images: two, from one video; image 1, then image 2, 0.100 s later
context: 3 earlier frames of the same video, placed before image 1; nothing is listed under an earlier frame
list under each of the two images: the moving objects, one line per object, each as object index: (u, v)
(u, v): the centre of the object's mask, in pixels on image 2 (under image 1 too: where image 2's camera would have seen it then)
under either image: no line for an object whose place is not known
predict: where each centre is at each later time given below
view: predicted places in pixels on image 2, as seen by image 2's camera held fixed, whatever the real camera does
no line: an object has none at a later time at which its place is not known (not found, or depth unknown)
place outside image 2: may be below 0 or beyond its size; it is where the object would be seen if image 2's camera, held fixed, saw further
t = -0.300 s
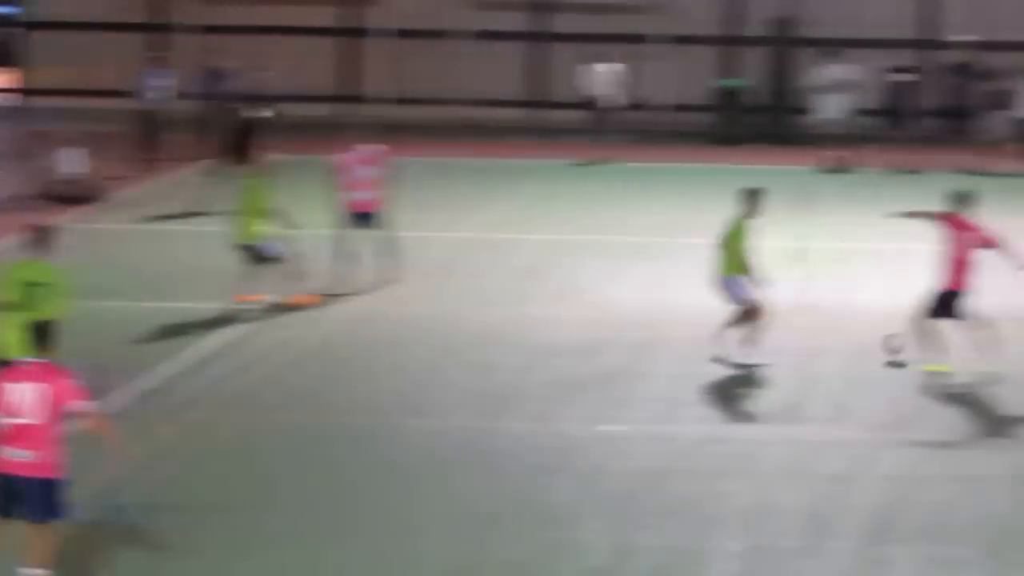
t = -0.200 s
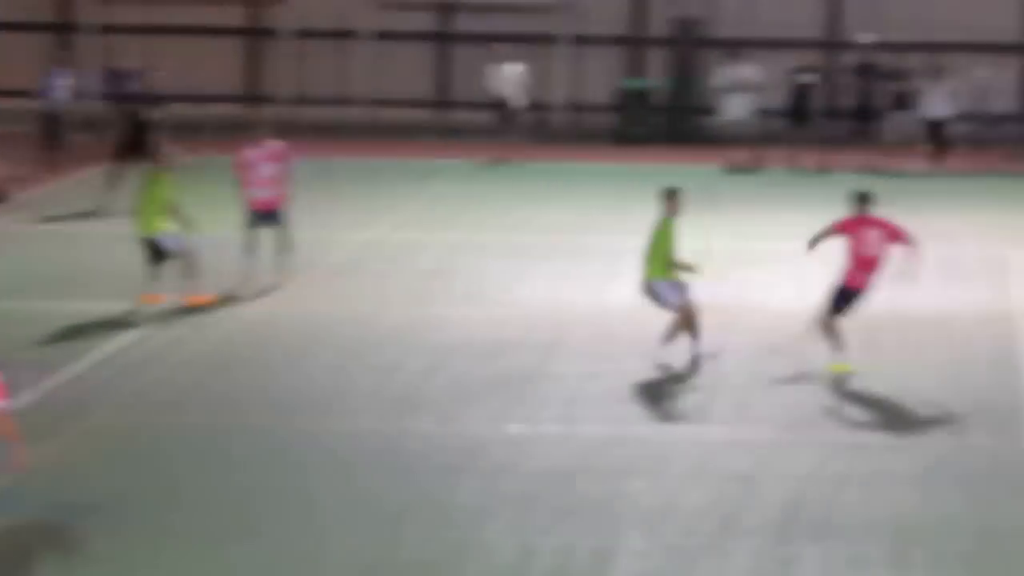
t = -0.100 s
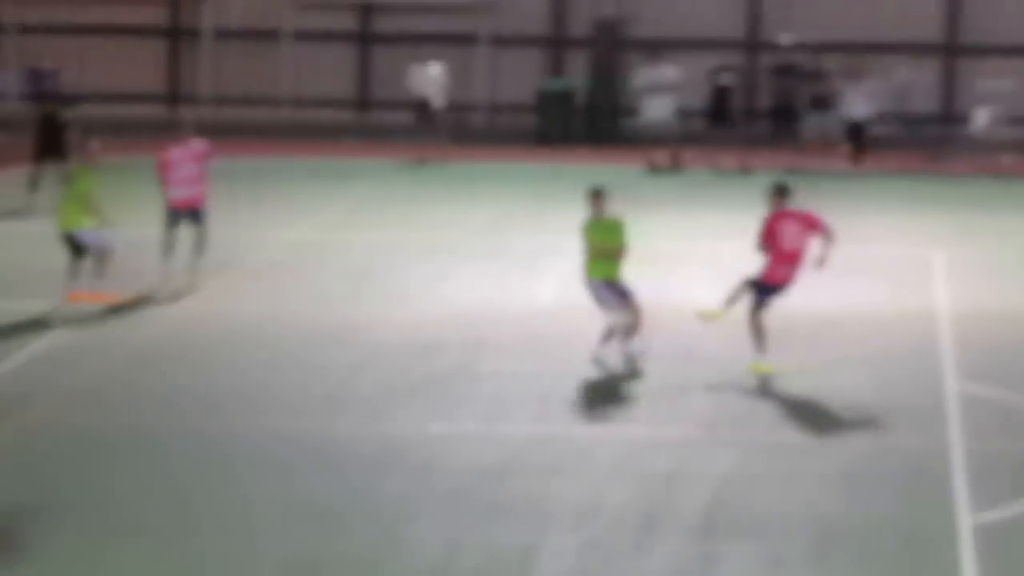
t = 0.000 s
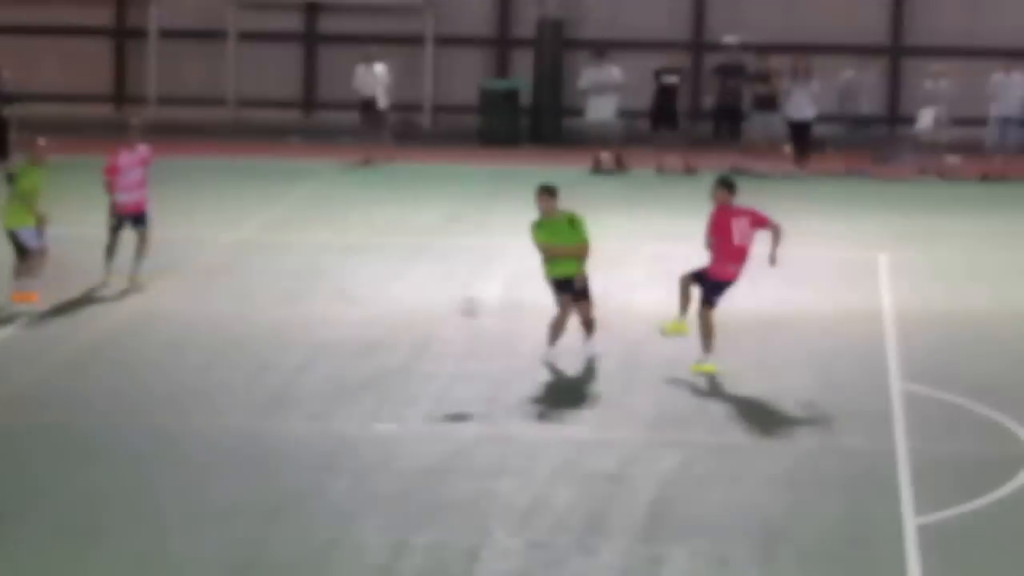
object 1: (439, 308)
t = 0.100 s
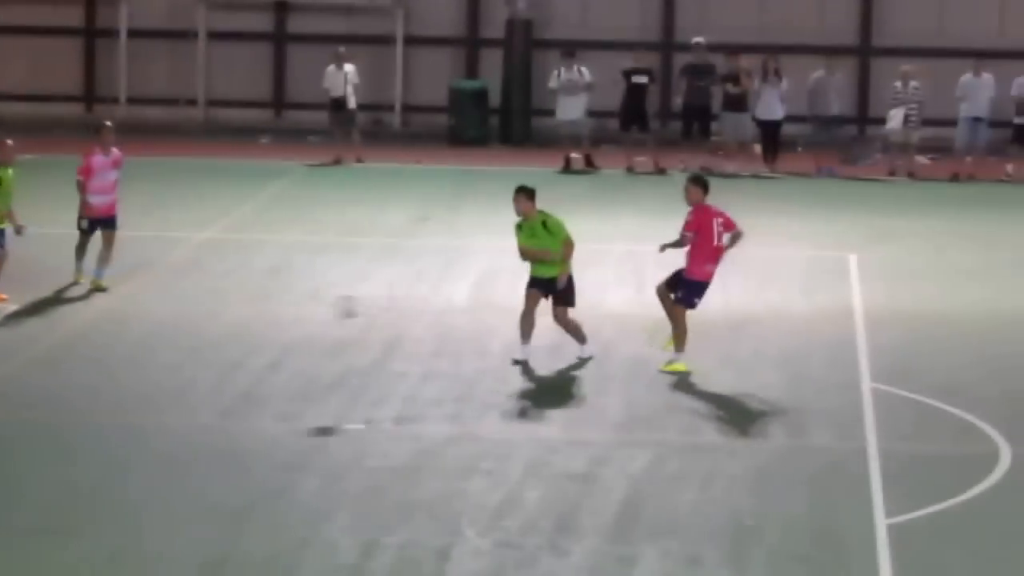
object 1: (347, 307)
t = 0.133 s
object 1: (316, 308)
